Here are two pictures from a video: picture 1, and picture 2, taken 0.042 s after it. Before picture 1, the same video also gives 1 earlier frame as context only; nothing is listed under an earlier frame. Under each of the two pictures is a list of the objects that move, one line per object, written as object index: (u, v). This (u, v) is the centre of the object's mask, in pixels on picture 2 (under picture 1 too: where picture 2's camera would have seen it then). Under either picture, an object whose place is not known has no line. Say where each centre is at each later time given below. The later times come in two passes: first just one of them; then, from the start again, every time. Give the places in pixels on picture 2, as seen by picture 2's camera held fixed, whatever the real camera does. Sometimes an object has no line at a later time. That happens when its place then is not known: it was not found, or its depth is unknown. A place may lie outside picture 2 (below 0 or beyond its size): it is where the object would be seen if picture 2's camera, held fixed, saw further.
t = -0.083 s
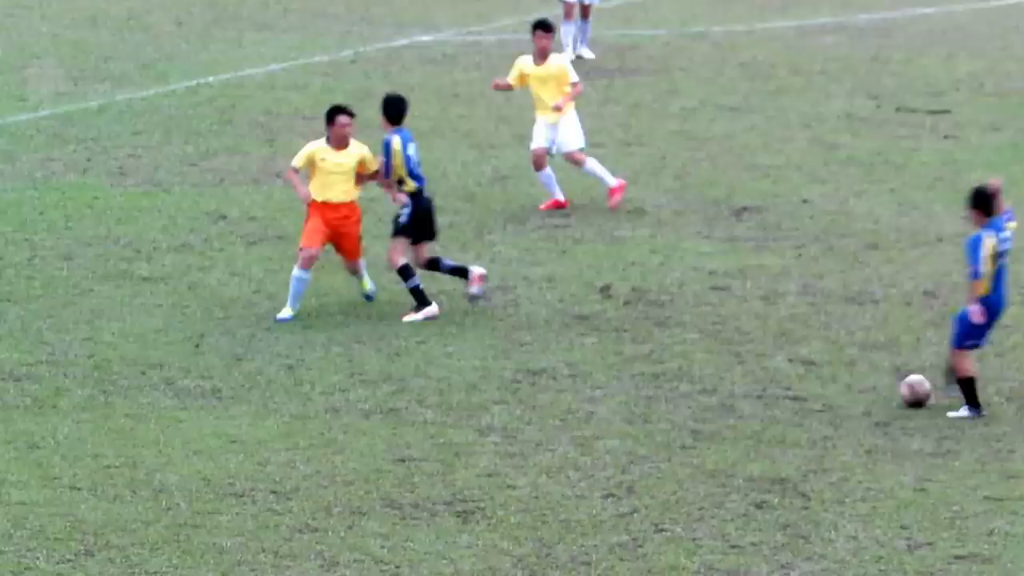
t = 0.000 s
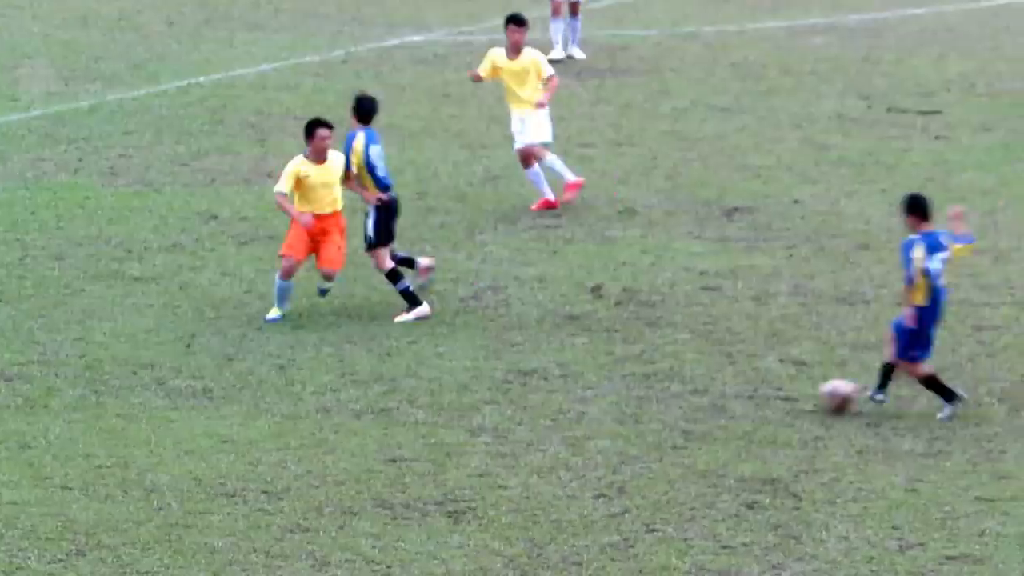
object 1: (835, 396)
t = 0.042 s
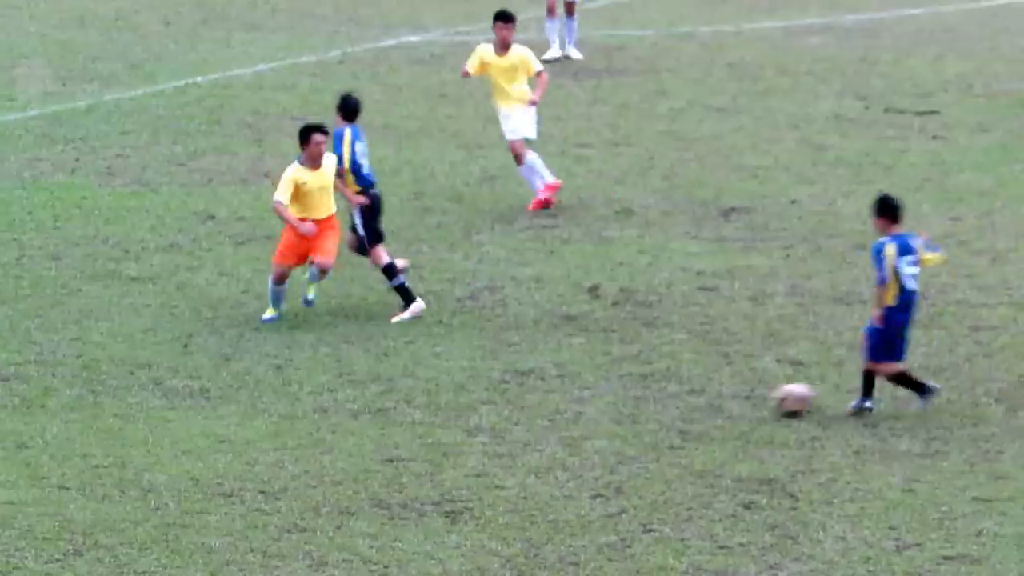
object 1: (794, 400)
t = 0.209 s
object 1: (640, 411)
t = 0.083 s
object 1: (751, 405)
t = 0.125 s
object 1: (712, 405)
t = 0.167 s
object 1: (675, 407)
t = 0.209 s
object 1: (640, 411)
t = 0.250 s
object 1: (605, 415)
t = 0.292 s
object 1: (573, 416)
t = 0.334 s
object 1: (541, 417)
